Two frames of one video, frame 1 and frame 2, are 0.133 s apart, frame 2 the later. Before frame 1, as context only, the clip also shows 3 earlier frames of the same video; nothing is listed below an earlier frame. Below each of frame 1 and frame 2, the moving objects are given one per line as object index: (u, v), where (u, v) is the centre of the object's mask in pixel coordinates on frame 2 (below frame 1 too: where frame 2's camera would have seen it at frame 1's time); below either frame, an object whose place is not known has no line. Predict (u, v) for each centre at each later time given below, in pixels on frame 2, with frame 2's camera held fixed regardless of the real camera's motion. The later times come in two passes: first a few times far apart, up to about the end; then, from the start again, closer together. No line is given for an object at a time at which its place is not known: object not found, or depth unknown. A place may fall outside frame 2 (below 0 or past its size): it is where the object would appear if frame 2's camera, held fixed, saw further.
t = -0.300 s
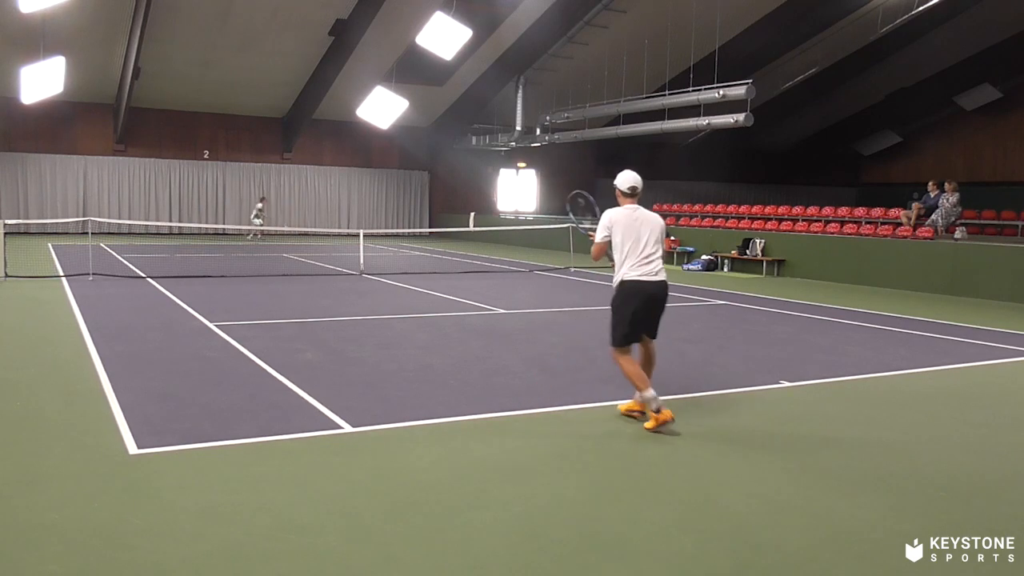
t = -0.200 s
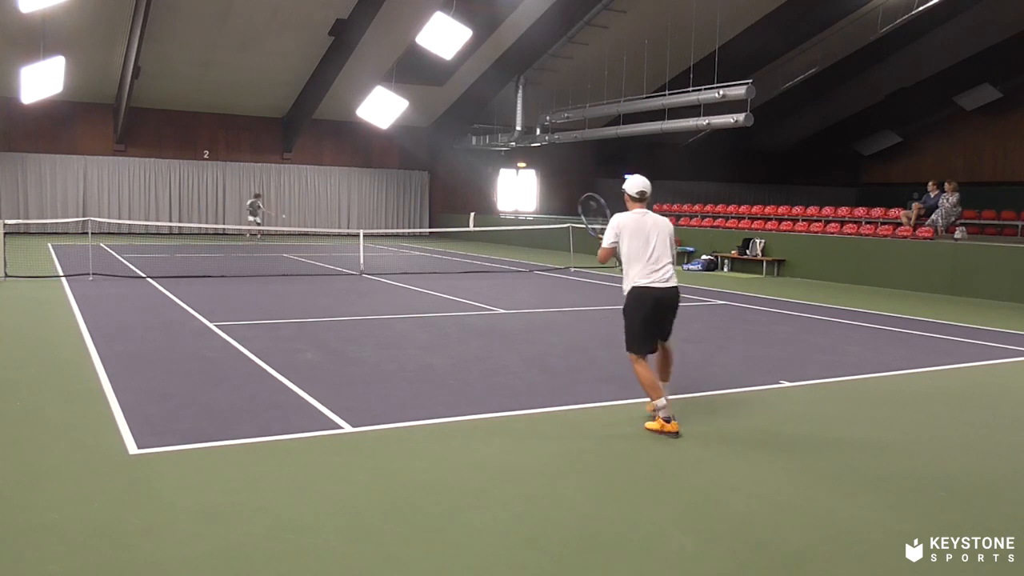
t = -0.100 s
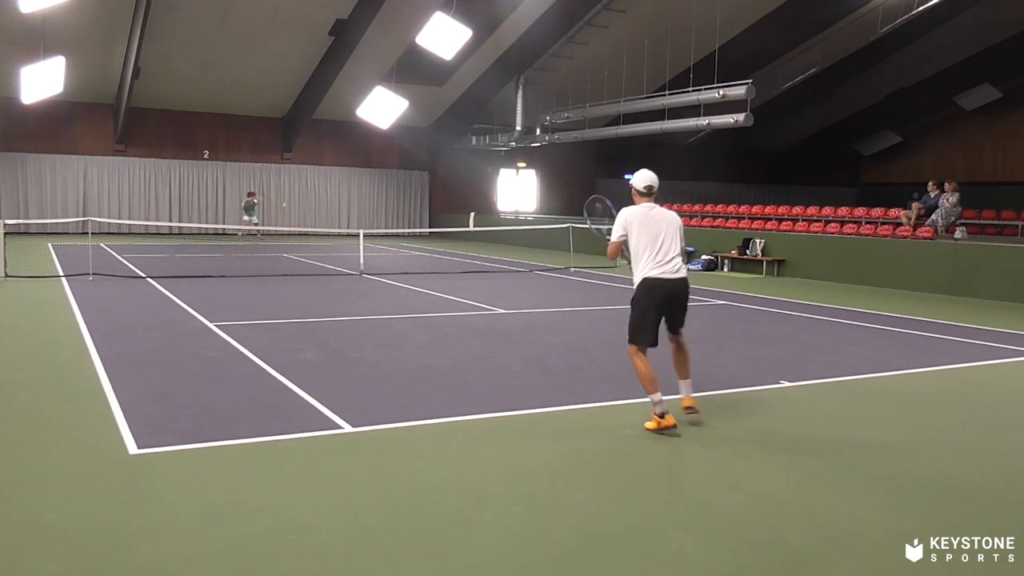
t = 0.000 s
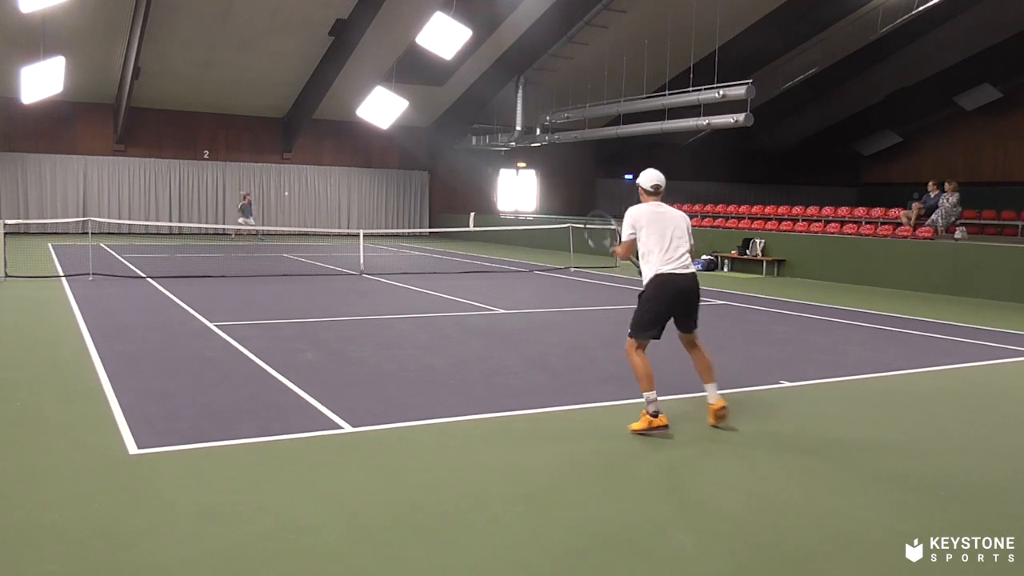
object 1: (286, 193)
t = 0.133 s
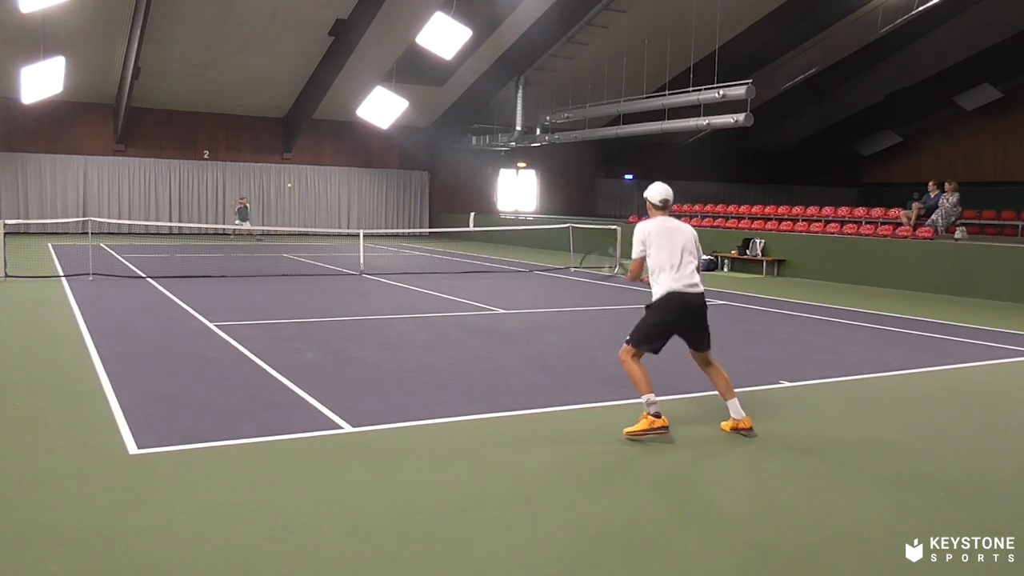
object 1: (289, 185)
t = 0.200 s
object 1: (292, 182)
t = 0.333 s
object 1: (296, 184)
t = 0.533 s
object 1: (304, 211)
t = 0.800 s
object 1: (325, 346)
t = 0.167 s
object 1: (290, 183)
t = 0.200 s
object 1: (292, 182)
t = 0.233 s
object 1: (292, 182)
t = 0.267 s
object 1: (293, 182)
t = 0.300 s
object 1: (295, 183)
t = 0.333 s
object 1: (296, 184)
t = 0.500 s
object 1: (303, 207)
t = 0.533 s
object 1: (304, 211)
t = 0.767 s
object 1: (321, 320)
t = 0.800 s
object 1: (325, 346)
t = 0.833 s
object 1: (326, 340)
